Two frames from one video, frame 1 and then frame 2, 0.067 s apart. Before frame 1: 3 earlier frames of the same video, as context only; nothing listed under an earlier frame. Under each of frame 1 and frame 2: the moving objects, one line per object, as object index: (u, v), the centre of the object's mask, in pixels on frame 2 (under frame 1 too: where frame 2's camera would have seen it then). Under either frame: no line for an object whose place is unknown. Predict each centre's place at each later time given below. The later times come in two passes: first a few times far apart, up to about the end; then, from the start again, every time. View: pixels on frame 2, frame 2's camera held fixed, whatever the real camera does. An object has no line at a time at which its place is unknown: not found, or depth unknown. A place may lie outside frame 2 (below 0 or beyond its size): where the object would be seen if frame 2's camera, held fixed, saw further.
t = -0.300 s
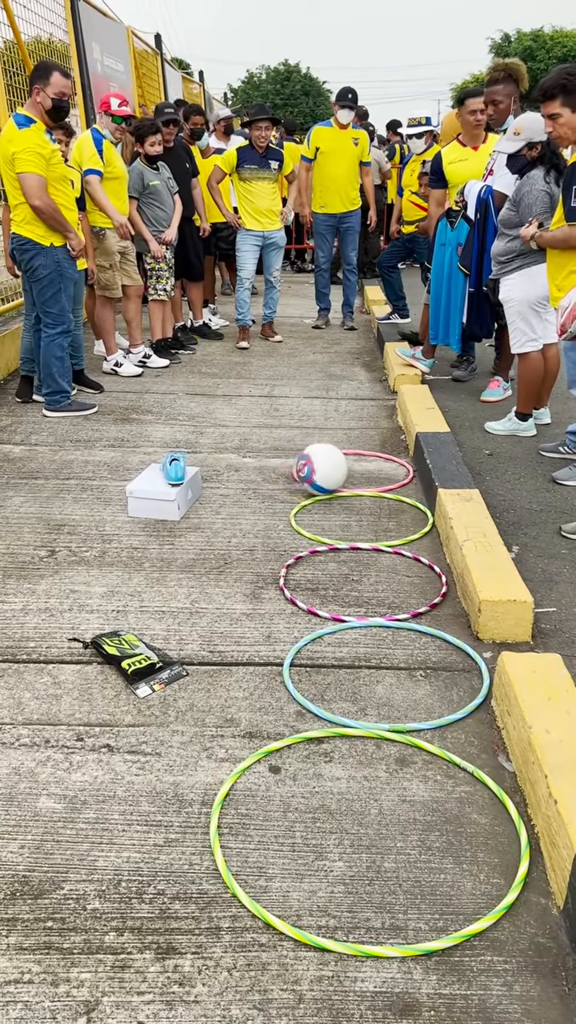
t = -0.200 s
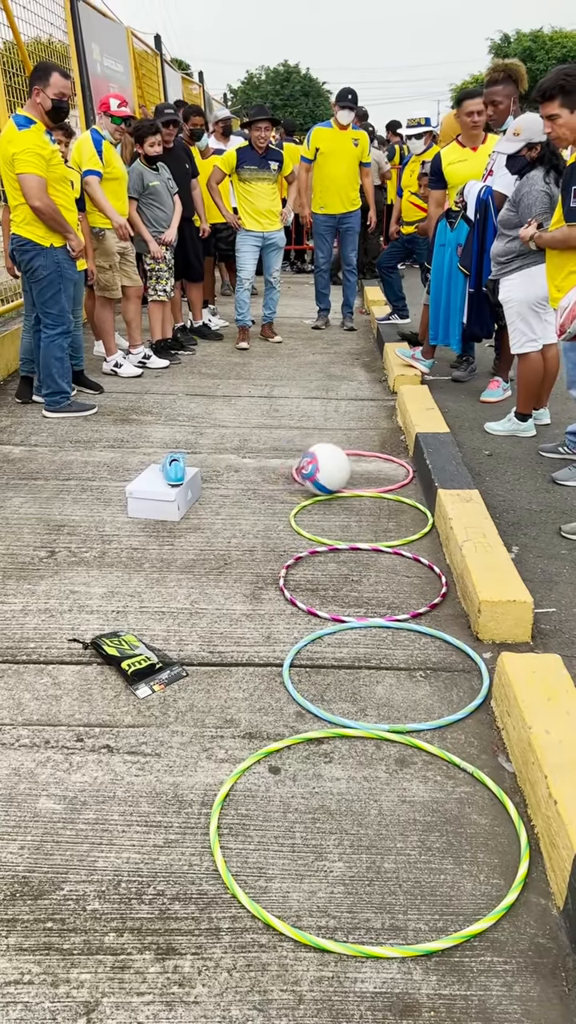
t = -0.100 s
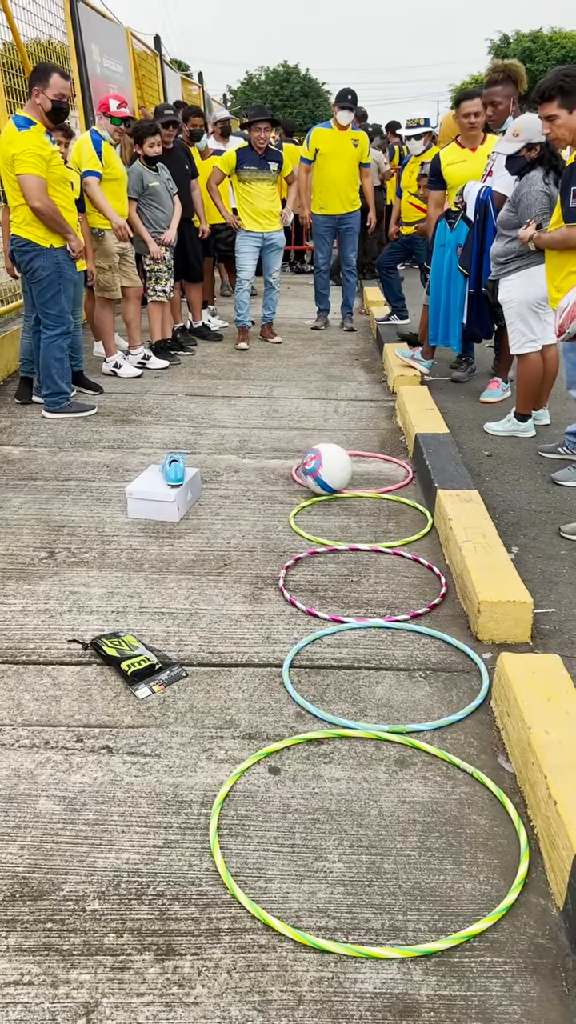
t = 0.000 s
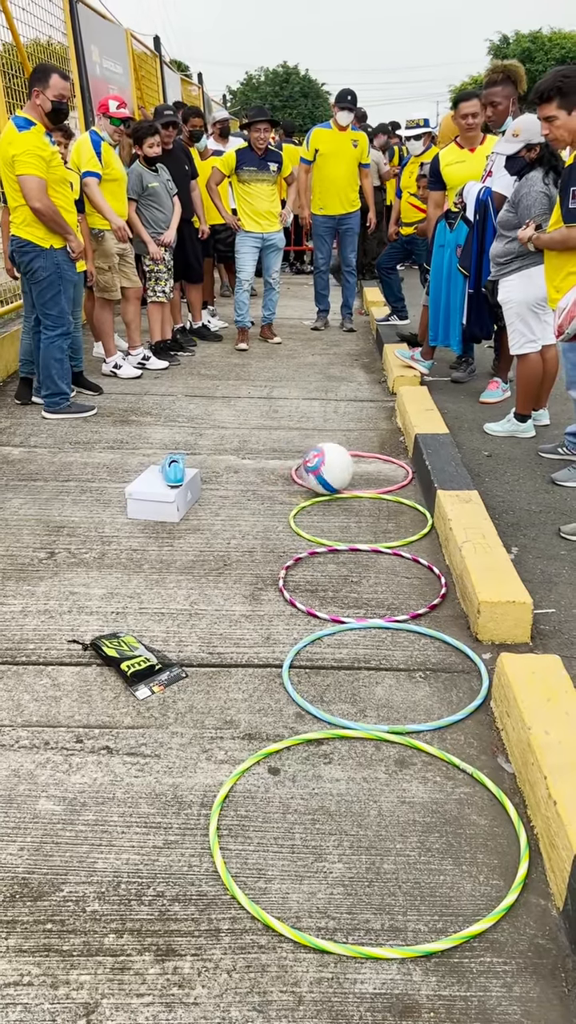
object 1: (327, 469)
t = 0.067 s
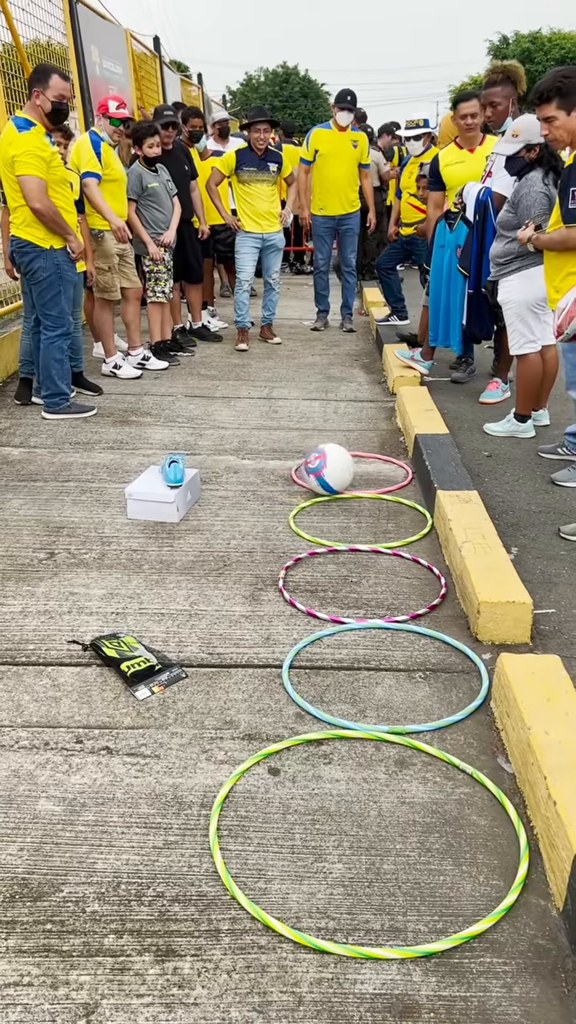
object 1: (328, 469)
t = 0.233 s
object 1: (331, 470)
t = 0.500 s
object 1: (338, 471)
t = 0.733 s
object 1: (351, 480)
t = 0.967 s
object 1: (370, 486)
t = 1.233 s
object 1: (393, 495)
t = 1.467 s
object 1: (406, 501)
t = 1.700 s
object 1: (405, 507)
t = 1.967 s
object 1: (394, 511)
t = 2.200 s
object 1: (380, 513)
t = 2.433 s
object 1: (370, 516)
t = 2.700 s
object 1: (365, 514)
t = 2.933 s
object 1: (368, 514)
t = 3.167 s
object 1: (378, 514)
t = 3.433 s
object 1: (388, 512)
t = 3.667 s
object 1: (394, 509)
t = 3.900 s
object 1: (404, 508)
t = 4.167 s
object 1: (405, 506)
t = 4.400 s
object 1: (410, 504)
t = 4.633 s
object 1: (408, 505)
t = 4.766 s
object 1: (406, 506)
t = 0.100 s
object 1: (329, 470)
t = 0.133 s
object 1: (329, 470)
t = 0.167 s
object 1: (330, 470)
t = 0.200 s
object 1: (330, 470)
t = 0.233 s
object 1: (331, 470)
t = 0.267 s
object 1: (331, 470)
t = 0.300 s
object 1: (332, 470)
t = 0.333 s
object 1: (332, 470)
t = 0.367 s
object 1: (333, 470)
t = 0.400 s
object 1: (334, 471)
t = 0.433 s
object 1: (335, 471)
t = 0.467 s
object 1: (336, 471)
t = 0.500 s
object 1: (338, 471)
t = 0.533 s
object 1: (339, 472)
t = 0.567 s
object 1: (341, 473)
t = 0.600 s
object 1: (343, 474)
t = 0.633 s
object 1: (344, 475)
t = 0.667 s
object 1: (347, 477)
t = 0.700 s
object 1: (349, 478)
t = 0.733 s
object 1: (351, 480)
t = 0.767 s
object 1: (354, 481)
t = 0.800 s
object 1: (357, 482)
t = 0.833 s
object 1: (359, 483)
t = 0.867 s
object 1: (362, 484)
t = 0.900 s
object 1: (365, 485)
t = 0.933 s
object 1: (368, 486)
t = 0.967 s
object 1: (370, 486)
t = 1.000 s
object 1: (373, 488)
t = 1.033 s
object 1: (375, 489)
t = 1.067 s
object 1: (379, 490)
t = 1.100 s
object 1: (381, 491)
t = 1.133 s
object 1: (384, 491)
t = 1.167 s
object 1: (387, 493)
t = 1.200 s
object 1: (390, 494)
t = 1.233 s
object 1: (393, 495)
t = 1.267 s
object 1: (396, 496)
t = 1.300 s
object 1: (399, 497)
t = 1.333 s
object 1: (402, 498)
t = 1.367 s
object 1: (406, 499)
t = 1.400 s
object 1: (409, 500)
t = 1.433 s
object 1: (407, 500)
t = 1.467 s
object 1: (406, 501)
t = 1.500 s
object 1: (405, 502)
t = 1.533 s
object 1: (405, 502)
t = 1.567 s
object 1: (404, 503)
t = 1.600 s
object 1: (404, 504)
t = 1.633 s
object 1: (404, 505)
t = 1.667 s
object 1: (405, 506)
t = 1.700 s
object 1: (405, 507)
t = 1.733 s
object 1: (405, 508)
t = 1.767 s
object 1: (405, 508)
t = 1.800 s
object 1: (405, 509)
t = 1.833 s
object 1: (403, 509)
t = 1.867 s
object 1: (401, 510)
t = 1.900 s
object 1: (399, 510)
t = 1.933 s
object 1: (397, 511)
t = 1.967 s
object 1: (394, 511)
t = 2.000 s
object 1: (392, 511)
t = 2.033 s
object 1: (390, 511)
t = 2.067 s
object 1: (387, 512)
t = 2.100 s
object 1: (385, 512)
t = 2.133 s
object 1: (383, 512)
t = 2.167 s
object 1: (381, 513)
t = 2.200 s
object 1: (380, 513)
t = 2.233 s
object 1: (378, 513)
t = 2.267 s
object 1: (376, 514)
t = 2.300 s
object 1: (375, 514)
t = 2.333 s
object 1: (373, 515)
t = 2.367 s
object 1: (372, 515)
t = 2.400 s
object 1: (371, 515)
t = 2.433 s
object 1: (370, 516)
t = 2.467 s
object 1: (369, 515)
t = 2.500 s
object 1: (368, 515)
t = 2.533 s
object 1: (367, 515)
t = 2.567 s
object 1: (367, 515)
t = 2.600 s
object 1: (366, 515)
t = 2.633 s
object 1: (366, 515)
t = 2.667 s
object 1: (365, 514)
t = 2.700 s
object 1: (365, 514)
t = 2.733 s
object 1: (365, 514)
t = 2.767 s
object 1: (365, 514)
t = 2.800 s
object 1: (365, 514)
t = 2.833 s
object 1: (366, 514)
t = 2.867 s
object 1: (367, 514)
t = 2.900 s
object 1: (367, 513)
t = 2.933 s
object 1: (368, 514)
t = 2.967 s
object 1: (369, 513)
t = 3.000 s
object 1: (370, 514)
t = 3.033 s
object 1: (372, 514)
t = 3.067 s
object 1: (373, 514)
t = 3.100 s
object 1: (375, 514)
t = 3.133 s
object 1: (376, 514)
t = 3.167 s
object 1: (378, 514)
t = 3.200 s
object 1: (380, 515)
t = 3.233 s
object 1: (382, 515)
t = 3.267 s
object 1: (383, 514)
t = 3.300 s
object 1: (384, 514)
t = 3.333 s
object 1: (385, 514)
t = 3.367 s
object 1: (386, 514)
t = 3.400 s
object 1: (387, 513)
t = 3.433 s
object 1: (388, 512)
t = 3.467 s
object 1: (388, 512)
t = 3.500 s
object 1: (389, 511)
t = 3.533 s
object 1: (390, 511)
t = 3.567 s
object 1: (391, 510)
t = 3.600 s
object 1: (392, 510)
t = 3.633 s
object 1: (393, 509)
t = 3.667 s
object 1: (394, 509)
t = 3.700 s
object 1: (395, 509)
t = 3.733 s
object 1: (397, 509)
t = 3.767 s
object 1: (398, 509)
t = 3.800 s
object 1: (399, 509)
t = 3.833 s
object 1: (401, 509)
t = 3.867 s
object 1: (402, 509)
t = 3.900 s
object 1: (404, 508)
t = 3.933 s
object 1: (404, 508)
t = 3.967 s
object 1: (405, 508)
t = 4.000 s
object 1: (404, 508)
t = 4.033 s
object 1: (404, 507)
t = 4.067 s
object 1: (404, 507)
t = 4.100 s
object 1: (404, 507)
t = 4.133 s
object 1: (404, 506)
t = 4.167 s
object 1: (405, 506)
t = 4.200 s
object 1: (405, 506)
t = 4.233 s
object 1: (405, 506)
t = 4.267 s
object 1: (406, 505)
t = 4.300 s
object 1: (407, 505)
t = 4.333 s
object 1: (408, 505)
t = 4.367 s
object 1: (409, 505)
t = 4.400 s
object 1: (410, 504)
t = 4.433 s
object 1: (411, 504)
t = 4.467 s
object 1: (411, 504)
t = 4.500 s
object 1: (410, 504)
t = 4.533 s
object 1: (410, 504)
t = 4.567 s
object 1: (409, 505)
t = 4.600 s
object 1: (409, 505)
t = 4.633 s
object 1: (408, 505)
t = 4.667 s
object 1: (407, 506)
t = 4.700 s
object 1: (407, 506)
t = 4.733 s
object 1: (406, 506)
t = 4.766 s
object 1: (406, 506)
